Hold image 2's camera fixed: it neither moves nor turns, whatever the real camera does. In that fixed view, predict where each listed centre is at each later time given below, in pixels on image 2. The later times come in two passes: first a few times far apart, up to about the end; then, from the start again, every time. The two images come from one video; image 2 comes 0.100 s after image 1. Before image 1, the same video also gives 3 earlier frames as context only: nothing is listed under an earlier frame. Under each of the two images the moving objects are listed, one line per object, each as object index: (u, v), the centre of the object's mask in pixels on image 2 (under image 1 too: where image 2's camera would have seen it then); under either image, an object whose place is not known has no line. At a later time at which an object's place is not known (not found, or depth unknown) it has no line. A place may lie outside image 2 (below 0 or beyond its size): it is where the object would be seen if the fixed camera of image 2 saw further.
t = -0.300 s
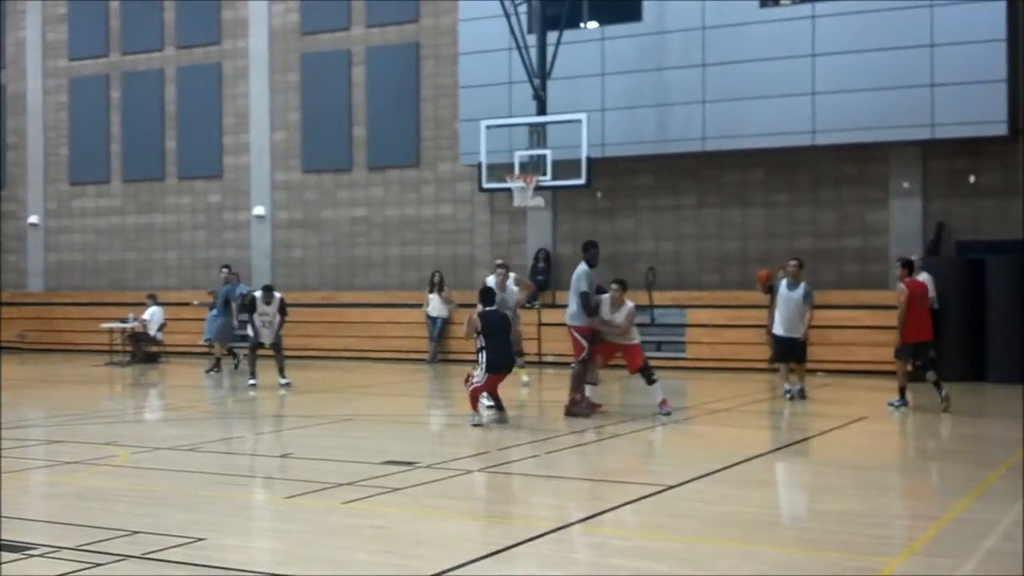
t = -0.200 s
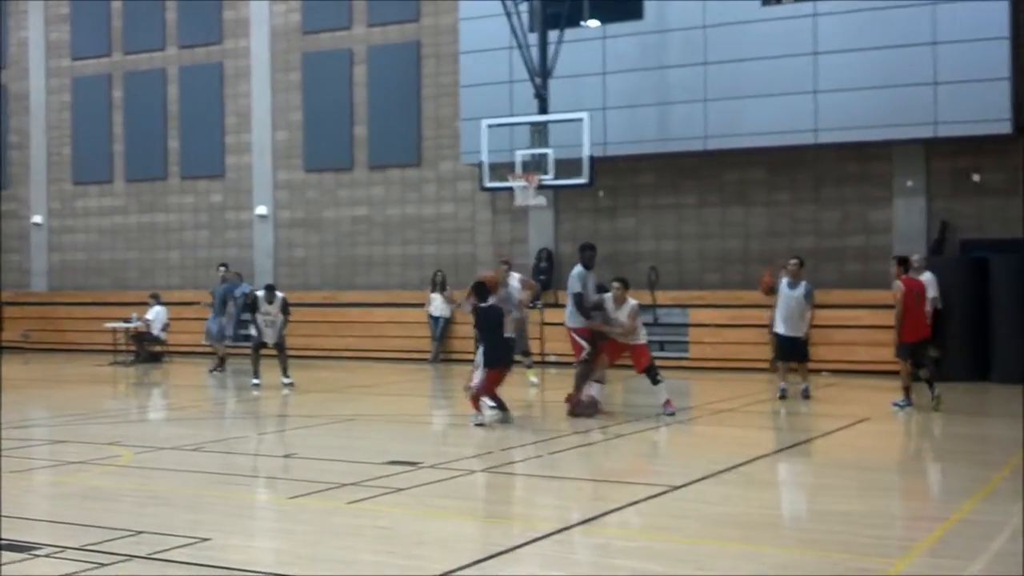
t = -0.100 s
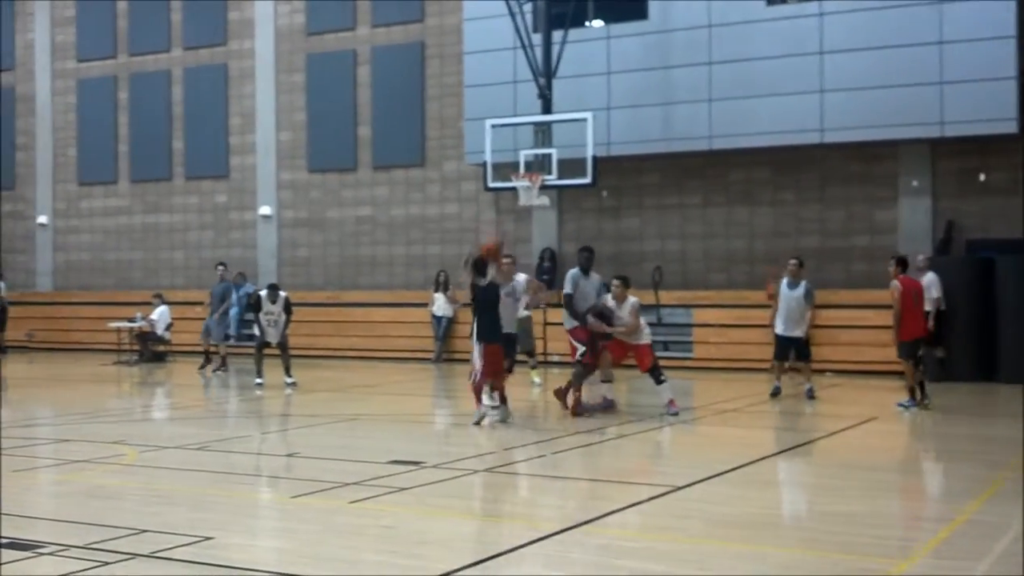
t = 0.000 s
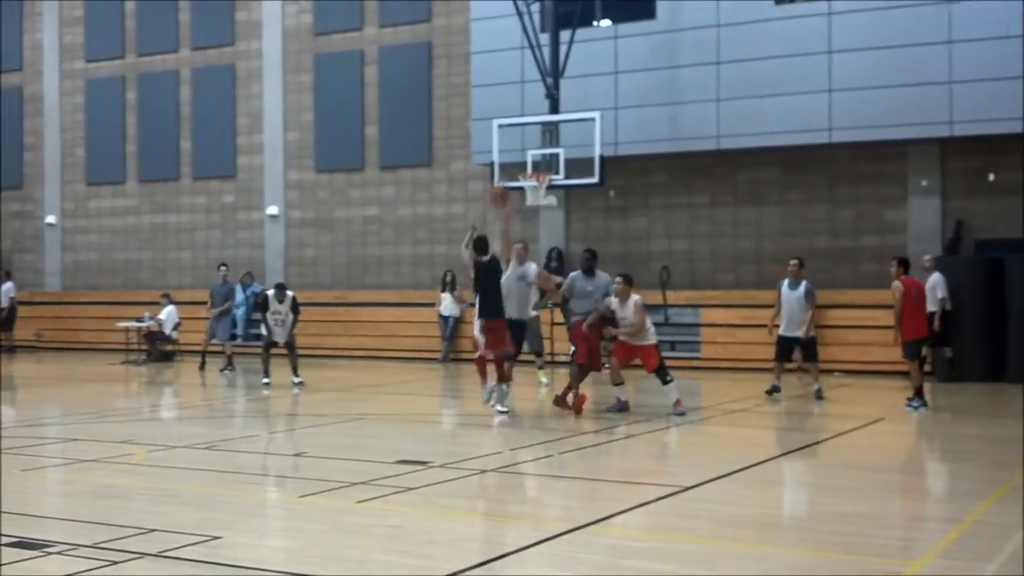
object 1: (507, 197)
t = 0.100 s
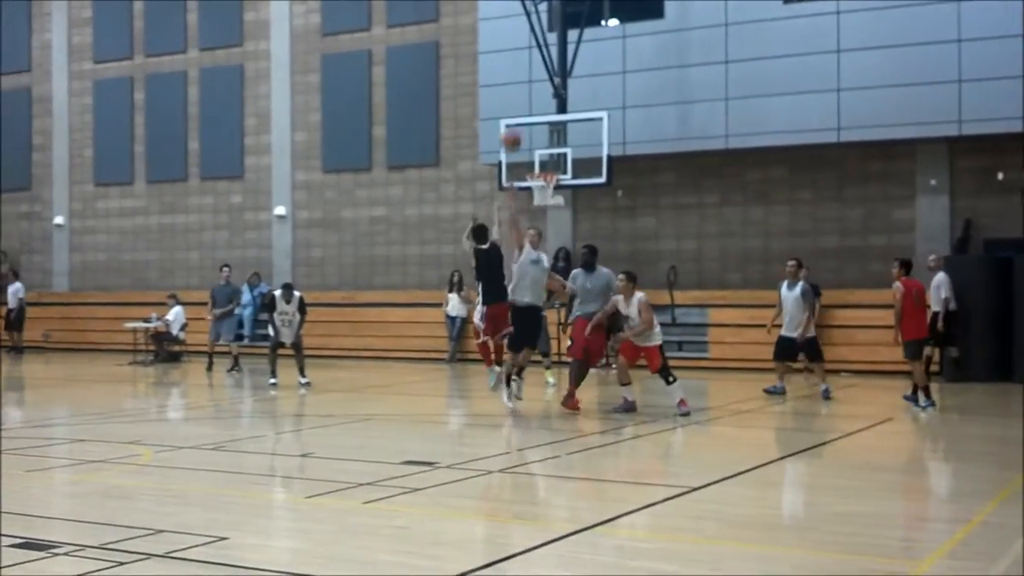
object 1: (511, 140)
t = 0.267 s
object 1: (518, 80)
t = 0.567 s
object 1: (531, 40)
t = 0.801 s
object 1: (540, 57)
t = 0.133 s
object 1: (512, 126)
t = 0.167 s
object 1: (514, 112)
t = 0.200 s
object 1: (515, 101)
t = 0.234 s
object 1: (517, 89)
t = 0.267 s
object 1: (518, 80)
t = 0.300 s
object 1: (520, 73)
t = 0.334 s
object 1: (521, 65)
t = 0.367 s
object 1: (523, 58)
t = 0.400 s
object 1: (525, 53)
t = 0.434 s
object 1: (526, 49)
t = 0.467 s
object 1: (527, 45)
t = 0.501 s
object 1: (528, 43)
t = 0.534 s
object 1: (530, 41)
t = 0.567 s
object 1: (531, 40)
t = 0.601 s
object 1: (533, 40)
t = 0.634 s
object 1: (533, 41)
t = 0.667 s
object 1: (534, 43)
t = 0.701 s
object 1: (536, 45)
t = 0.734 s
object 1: (537, 49)
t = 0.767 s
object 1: (538, 53)
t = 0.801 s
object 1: (540, 57)
